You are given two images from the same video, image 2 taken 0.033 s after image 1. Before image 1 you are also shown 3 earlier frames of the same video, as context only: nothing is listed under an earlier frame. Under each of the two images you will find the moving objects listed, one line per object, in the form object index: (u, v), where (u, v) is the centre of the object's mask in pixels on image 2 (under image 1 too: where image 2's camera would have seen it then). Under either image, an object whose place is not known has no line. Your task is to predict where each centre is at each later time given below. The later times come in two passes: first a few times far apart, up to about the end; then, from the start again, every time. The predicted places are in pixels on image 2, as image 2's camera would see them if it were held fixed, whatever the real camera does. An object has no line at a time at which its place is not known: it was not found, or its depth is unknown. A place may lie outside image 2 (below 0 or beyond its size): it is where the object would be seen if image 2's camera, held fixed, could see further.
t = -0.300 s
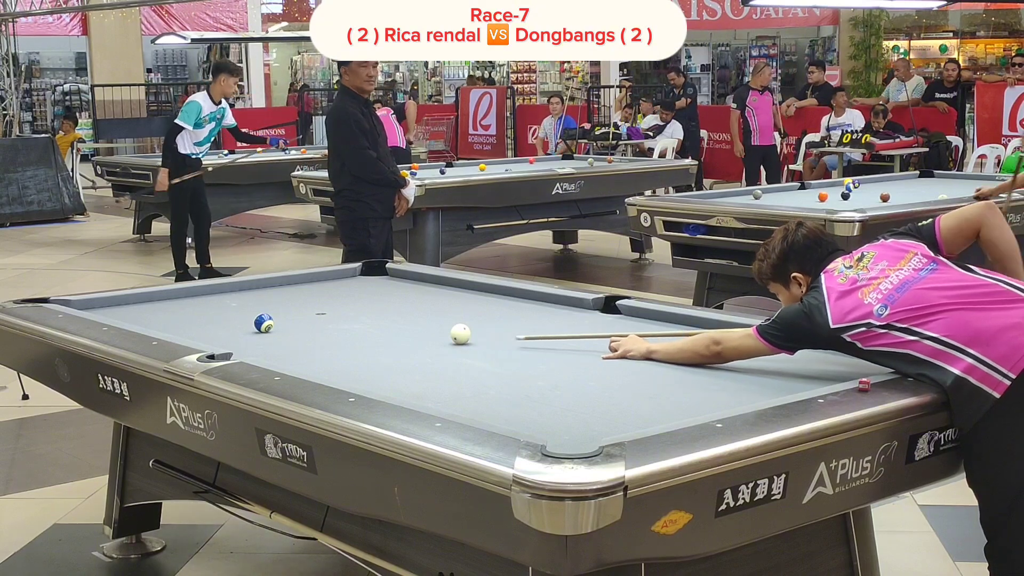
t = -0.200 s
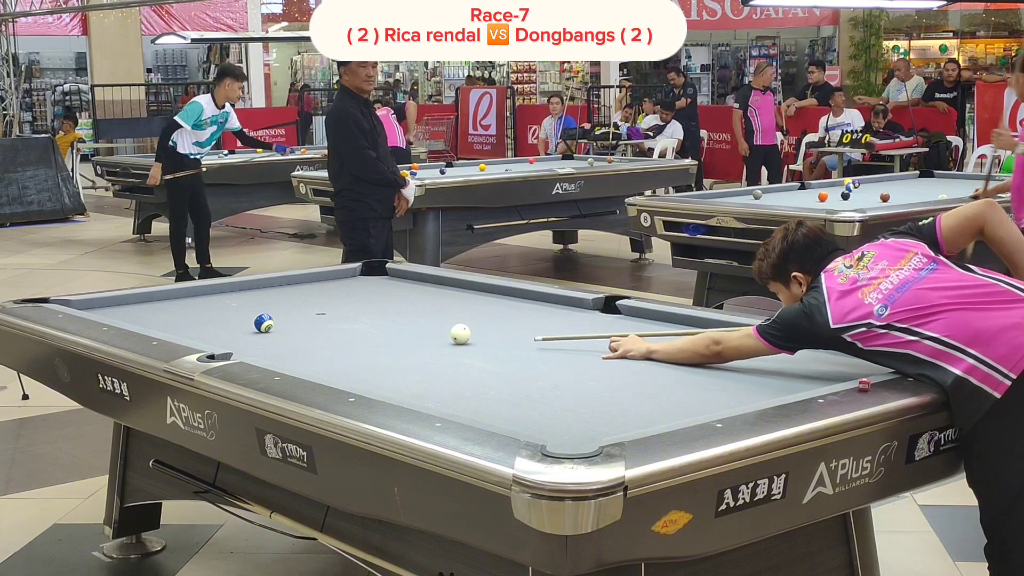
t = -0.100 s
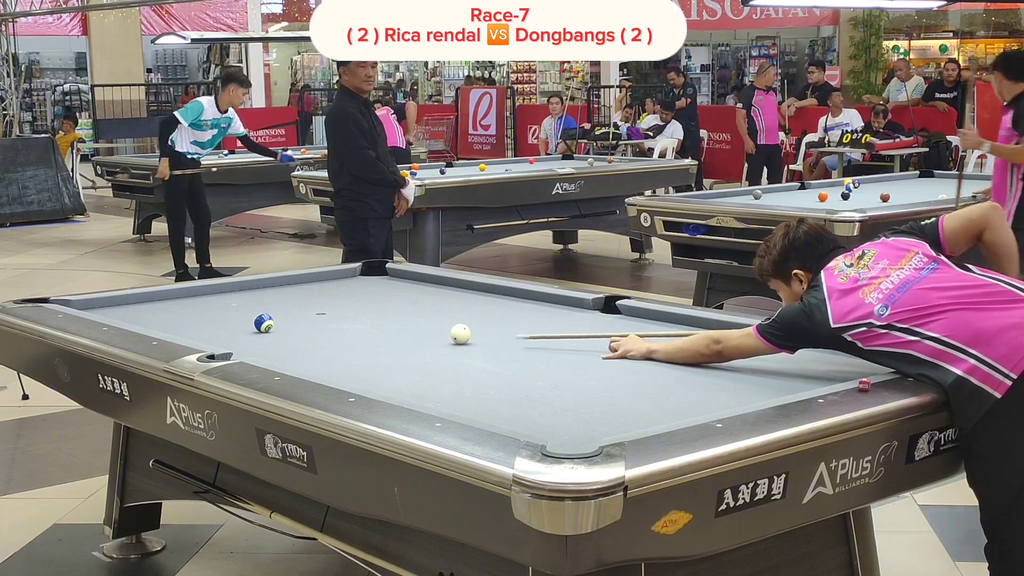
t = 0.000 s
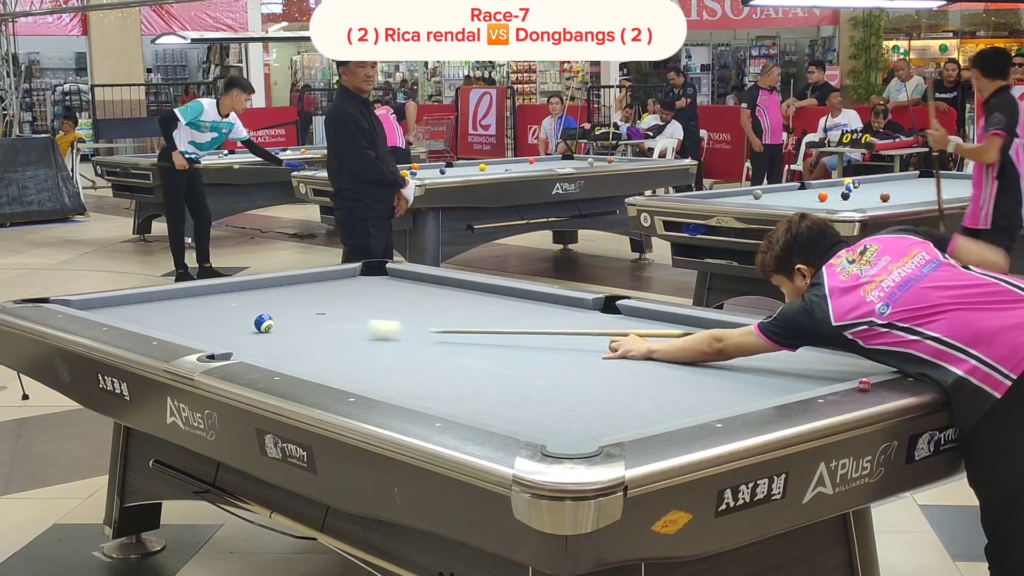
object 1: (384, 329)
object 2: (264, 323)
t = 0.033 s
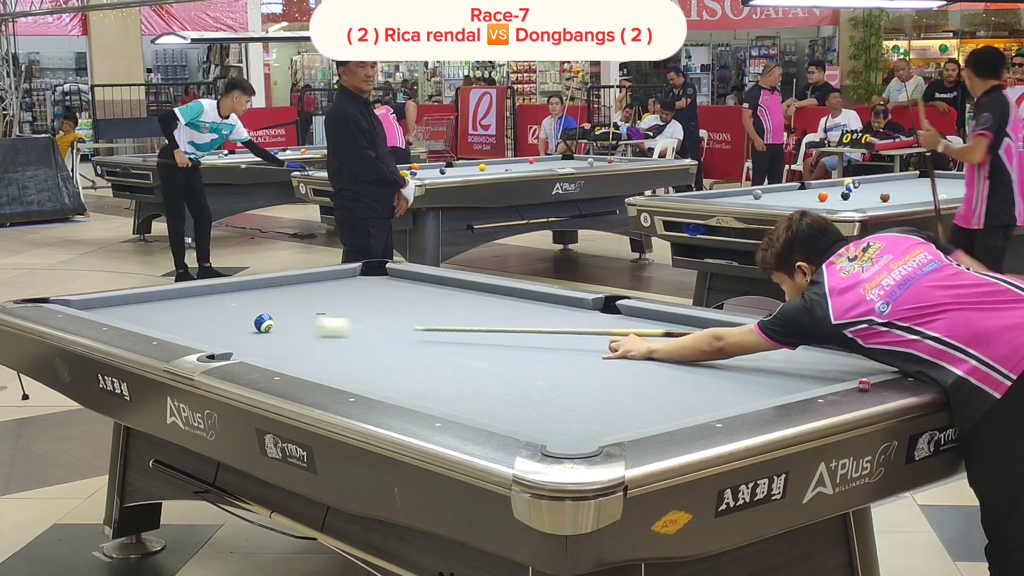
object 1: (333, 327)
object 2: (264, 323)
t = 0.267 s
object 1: (244, 329)
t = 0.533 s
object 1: (201, 334)
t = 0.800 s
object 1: (181, 332)
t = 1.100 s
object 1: (196, 331)
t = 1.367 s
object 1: (208, 327)
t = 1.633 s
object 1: (219, 324)
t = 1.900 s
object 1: (229, 321)
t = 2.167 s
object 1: (237, 319)
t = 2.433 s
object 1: (244, 317)
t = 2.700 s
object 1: (250, 315)
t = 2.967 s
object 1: (254, 314)
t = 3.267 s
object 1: (258, 312)
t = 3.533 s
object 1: (261, 312)
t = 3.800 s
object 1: (262, 311)
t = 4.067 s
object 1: (262, 311)
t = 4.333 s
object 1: (261, 311)
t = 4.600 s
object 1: (262, 311)
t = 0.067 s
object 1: (287, 325)
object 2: (263, 323)
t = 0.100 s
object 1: (273, 324)
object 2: (231, 320)
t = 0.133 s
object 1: (267, 326)
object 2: (192, 317)
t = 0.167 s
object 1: (261, 327)
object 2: (158, 314)
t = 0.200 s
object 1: (256, 327)
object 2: (124, 311)
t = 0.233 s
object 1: (250, 328)
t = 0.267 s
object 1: (244, 329)
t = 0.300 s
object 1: (239, 330)
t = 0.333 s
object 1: (233, 330)
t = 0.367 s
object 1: (228, 331)
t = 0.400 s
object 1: (223, 332)
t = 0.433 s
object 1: (217, 332)
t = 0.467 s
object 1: (212, 333)
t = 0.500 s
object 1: (206, 333)
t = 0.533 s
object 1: (201, 334)
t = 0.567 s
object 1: (195, 333)
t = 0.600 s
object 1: (190, 333)
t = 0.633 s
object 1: (185, 333)
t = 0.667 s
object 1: (180, 333)
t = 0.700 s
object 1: (175, 333)
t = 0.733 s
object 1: (177, 332)
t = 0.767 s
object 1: (178, 332)
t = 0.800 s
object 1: (181, 332)
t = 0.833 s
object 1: (182, 332)
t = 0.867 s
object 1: (184, 332)
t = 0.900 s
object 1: (185, 332)
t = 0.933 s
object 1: (187, 332)
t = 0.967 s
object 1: (189, 332)
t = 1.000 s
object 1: (191, 332)
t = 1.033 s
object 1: (192, 332)
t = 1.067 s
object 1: (194, 331)
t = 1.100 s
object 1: (196, 331)
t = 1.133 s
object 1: (197, 330)
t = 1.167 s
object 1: (199, 330)
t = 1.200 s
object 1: (200, 329)
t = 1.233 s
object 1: (202, 329)
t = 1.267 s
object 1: (203, 328)
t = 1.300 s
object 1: (205, 328)
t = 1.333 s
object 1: (206, 328)
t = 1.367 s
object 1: (208, 327)
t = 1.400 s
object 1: (209, 327)
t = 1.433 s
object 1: (211, 326)
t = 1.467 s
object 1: (212, 326)
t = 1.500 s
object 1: (214, 325)
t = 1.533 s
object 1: (215, 325)
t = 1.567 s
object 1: (216, 325)
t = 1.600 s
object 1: (218, 324)
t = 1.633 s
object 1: (219, 324)
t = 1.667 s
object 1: (220, 324)
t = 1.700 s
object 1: (221, 323)
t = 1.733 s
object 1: (223, 323)
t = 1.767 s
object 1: (224, 323)
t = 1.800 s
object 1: (225, 322)
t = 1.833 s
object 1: (226, 322)
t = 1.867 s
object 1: (227, 322)
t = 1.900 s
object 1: (229, 321)
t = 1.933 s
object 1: (230, 321)
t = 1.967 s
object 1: (231, 321)
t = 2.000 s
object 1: (232, 320)
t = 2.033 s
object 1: (233, 320)
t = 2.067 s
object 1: (234, 320)
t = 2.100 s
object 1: (235, 319)
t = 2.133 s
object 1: (236, 319)
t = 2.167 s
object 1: (237, 319)
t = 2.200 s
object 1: (238, 319)
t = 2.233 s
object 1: (239, 318)
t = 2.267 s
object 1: (239, 318)
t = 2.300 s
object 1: (240, 318)
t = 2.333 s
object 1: (241, 318)
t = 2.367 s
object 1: (242, 317)
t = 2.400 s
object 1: (243, 317)
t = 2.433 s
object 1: (244, 317)
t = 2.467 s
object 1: (244, 317)
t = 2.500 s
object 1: (245, 316)
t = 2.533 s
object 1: (246, 316)
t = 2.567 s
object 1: (247, 316)
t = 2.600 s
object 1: (247, 316)
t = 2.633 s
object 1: (249, 315)
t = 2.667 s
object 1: (250, 315)
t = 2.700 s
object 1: (250, 315)
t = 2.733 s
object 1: (251, 315)
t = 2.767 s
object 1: (251, 315)
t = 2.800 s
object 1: (252, 314)
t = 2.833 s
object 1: (252, 314)
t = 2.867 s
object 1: (253, 314)
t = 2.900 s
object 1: (253, 314)
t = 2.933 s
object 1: (254, 314)
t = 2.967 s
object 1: (254, 314)
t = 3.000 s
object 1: (255, 313)
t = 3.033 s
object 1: (256, 313)
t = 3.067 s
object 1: (256, 313)
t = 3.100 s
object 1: (256, 313)
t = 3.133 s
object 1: (257, 313)
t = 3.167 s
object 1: (257, 313)
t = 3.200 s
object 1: (258, 313)
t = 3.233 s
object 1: (258, 312)
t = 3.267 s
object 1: (258, 312)
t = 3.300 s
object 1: (259, 312)
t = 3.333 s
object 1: (259, 312)
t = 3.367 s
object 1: (259, 312)
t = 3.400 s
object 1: (260, 312)
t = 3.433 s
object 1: (260, 312)
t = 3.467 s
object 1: (260, 312)
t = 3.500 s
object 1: (260, 312)
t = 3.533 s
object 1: (261, 312)
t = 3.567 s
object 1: (261, 312)
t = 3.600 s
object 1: (261, 311)
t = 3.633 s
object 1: (261, 311)
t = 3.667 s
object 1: (262, 311)
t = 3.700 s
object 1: (262, 311)
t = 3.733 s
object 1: (262, 311)
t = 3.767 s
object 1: (262, 311)
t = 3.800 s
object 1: (262, 311)
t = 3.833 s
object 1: (262, 311)
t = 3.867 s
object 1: (262, 311)
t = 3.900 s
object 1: (262, 311)
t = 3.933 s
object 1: (262, 311)
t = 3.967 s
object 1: (262, 311)
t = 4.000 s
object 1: (262, 311)
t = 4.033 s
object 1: (262, 311)
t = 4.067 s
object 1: (262, 311)
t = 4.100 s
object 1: (261, 311)
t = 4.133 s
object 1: (262, 311)
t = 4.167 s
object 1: (261, 311)
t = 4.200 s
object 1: (261, 311)
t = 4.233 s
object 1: (261, 311)
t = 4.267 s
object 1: (262, 311)
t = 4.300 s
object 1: (262, 311)
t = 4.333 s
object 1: (261, 311)
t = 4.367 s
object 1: (261, 311)
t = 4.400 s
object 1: (262, 311)
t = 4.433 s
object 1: (262, 311)
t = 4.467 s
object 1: (262, 311)
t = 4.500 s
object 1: (262, 311)
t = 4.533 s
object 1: (262, 311)
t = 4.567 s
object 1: (261, 311)
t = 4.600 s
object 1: (262, 311)
